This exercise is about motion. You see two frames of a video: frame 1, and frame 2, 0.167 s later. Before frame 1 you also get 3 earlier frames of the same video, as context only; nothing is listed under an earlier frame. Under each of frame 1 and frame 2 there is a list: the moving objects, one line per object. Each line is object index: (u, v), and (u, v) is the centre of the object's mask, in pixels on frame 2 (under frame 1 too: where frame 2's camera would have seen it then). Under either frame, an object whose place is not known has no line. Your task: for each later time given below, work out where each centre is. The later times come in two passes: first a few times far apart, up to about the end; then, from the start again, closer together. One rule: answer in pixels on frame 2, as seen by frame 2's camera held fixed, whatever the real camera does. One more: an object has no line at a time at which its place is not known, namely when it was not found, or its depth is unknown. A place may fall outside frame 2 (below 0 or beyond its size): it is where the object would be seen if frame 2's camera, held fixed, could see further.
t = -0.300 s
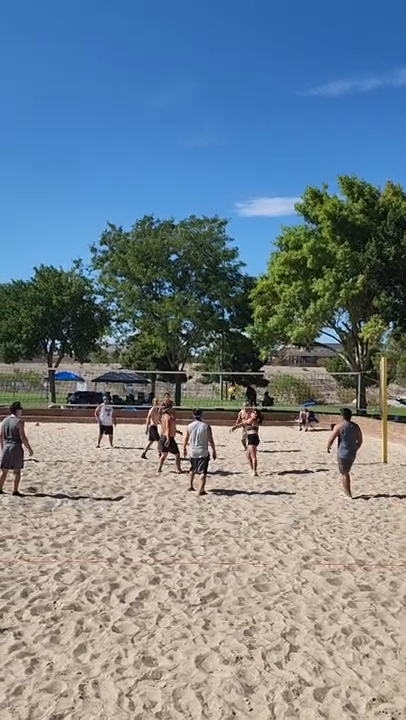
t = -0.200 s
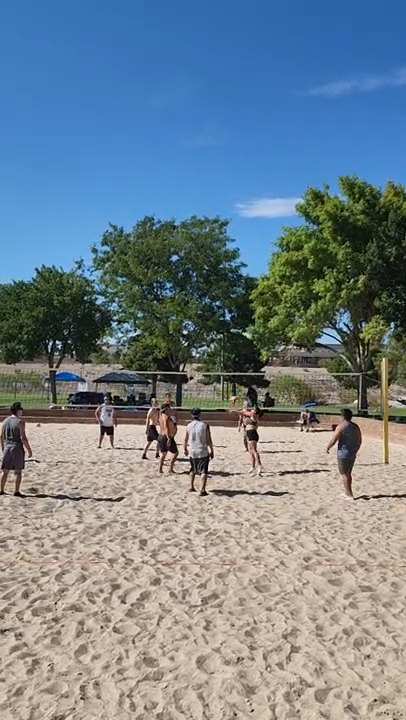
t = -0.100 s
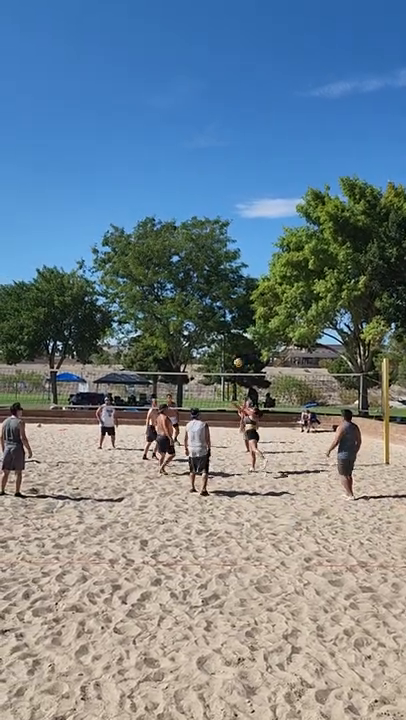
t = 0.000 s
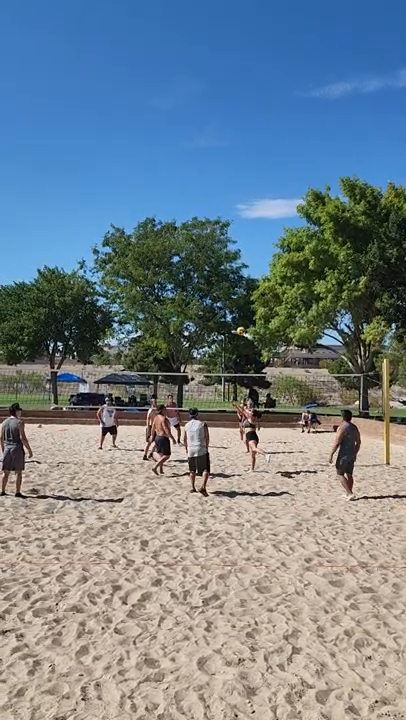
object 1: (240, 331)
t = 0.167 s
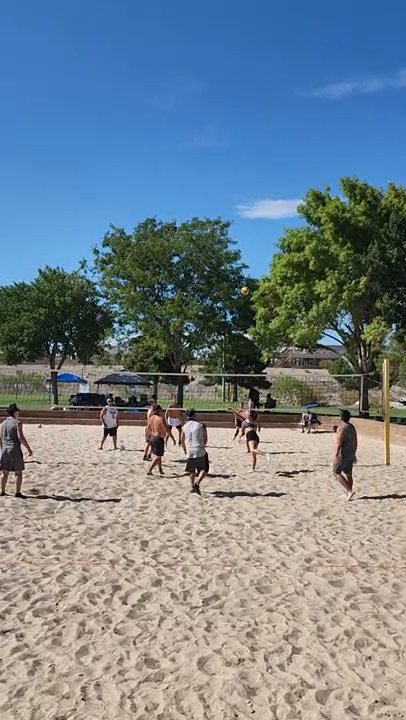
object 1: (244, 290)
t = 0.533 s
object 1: (251, 246)
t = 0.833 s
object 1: (254, 248)
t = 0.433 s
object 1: (250, 252)
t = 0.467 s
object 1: (250, 250)
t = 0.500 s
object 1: (251, 248)
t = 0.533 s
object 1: (251, 246)
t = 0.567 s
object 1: (251, 245)
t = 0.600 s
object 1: (252, 244)
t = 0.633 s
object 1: (252, 244)
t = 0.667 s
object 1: (252, 244)
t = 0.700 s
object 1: (253, 244)
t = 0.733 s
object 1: (253, 244)
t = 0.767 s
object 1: (253, 246)
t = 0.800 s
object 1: (253, 247)
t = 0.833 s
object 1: (254, 248)
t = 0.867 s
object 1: (254, 250)
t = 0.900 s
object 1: (254, 252)
